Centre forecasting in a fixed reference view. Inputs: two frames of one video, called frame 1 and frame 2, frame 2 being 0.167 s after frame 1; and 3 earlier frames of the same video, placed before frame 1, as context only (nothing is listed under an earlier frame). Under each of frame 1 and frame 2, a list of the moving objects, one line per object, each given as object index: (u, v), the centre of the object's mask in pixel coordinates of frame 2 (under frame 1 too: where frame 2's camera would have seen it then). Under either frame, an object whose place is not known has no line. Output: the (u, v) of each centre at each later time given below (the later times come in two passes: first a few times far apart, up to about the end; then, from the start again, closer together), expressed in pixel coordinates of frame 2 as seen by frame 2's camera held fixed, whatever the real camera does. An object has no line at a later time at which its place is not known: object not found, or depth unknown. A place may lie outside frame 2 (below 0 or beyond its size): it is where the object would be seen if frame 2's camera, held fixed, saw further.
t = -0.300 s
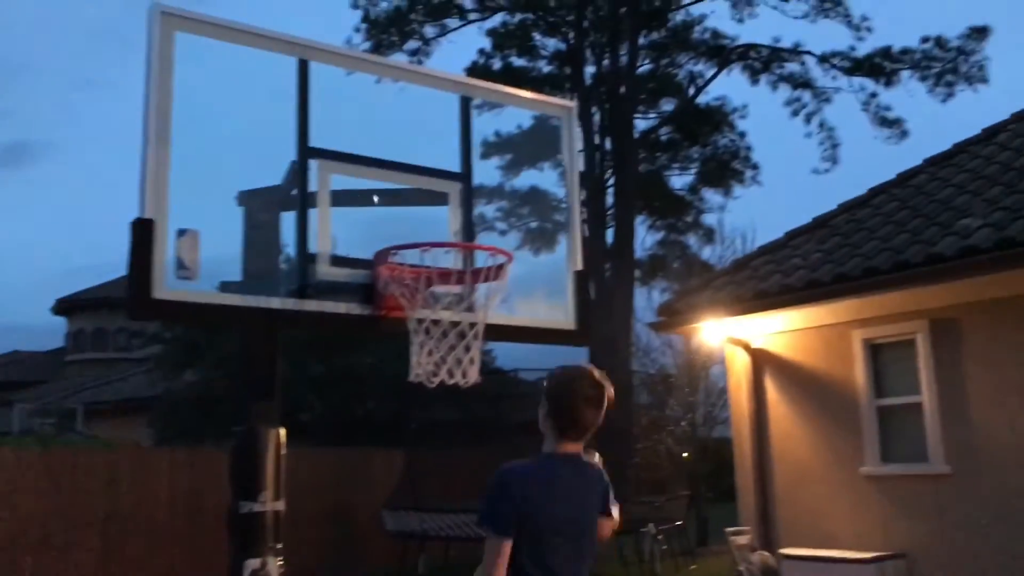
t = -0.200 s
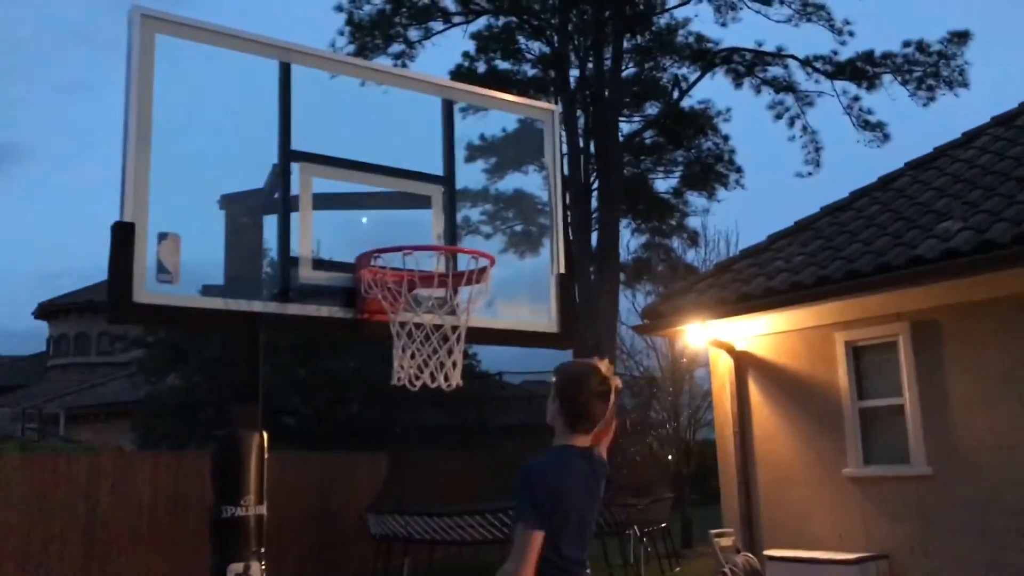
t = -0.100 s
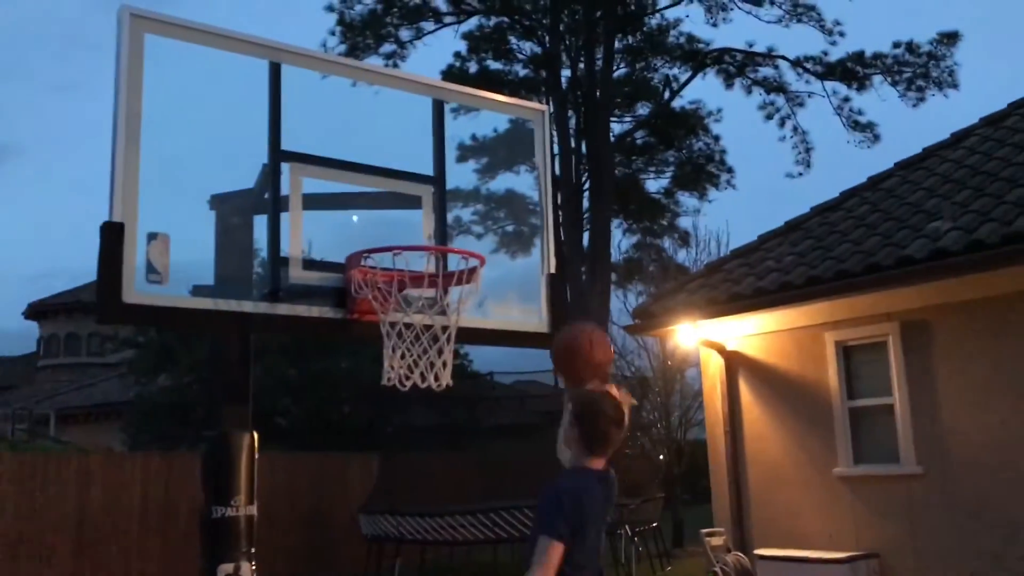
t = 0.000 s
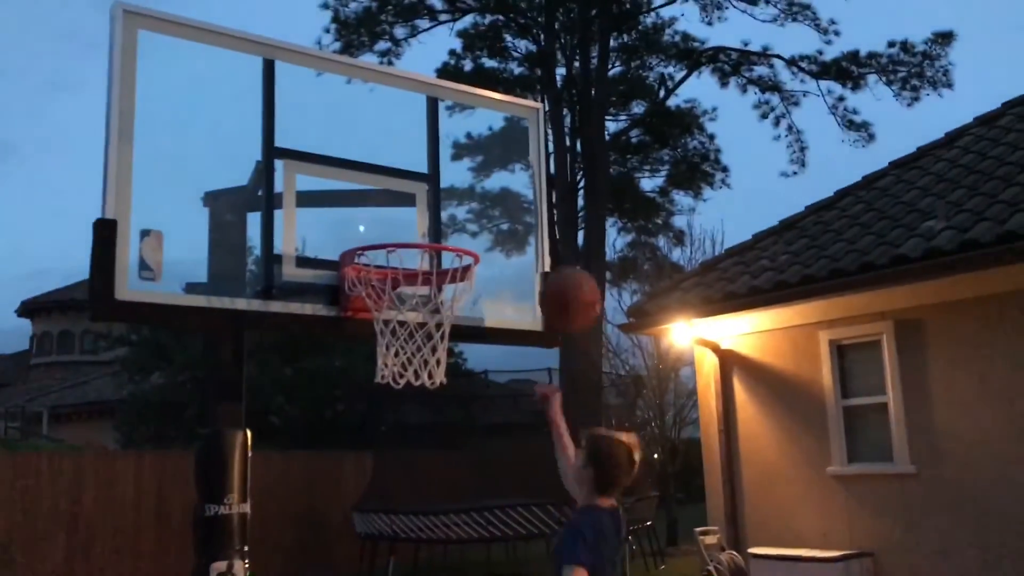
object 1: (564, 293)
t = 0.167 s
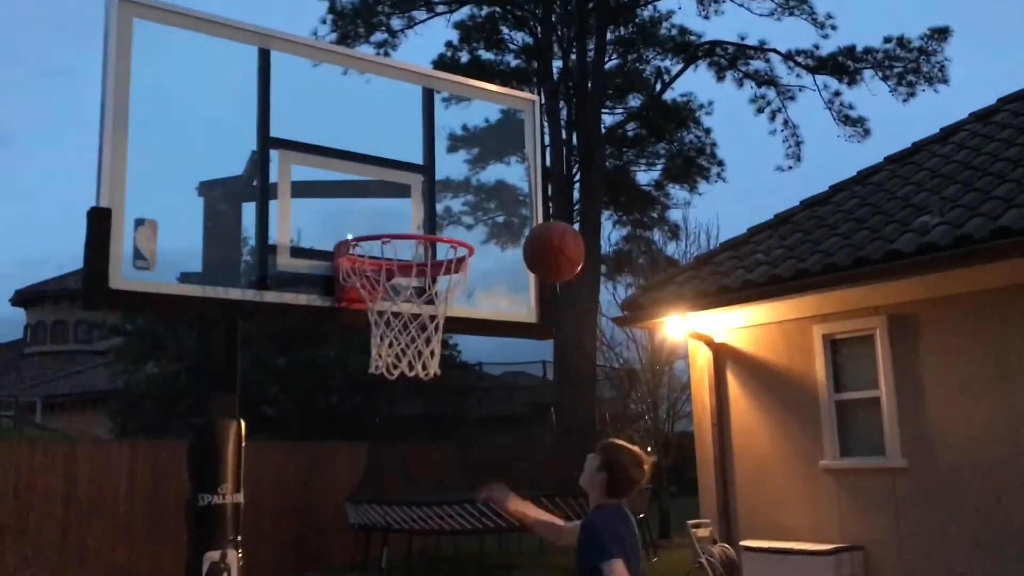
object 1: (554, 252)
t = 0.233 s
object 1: (551, 255)
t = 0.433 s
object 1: (545, 331)
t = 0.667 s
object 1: (538, 555)
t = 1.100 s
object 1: (553, 560)
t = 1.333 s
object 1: (568, 433)
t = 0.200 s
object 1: (552, 252)
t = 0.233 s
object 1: (551, 255)
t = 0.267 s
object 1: (549, 260)
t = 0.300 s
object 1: (549, 269)
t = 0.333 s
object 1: (547, 280)
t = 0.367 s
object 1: (546, 294)
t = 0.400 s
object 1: (545, 311)
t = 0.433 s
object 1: (545, 331)
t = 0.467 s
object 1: (543, 355)
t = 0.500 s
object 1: (541, 382)
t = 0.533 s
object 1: (541, 409)
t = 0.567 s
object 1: (539, 440)
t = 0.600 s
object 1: (539, 475)
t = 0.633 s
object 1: (538, 514)
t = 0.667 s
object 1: (538, 555)
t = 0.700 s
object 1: (537, 601)
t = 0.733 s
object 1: (536, 657)
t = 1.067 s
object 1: (550, 593)
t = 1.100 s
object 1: (553, 560)
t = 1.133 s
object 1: (554, 536)
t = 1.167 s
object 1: (557, 510)
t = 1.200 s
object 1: (560, 489)
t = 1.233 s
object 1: (561, 470)
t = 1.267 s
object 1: (563, 456)
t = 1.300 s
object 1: (566, 445)
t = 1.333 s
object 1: (568, 433)
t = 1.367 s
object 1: (571, 426)
